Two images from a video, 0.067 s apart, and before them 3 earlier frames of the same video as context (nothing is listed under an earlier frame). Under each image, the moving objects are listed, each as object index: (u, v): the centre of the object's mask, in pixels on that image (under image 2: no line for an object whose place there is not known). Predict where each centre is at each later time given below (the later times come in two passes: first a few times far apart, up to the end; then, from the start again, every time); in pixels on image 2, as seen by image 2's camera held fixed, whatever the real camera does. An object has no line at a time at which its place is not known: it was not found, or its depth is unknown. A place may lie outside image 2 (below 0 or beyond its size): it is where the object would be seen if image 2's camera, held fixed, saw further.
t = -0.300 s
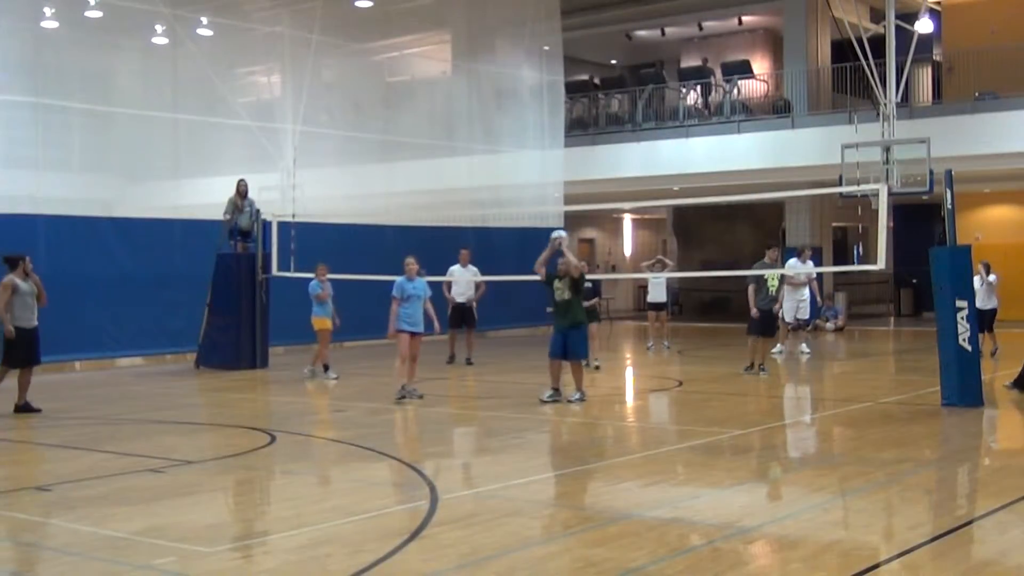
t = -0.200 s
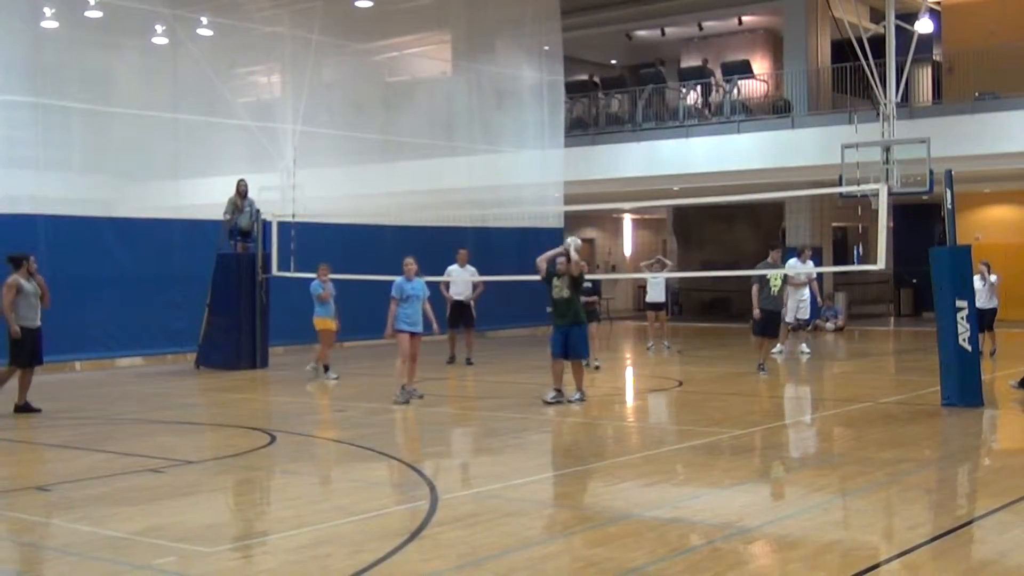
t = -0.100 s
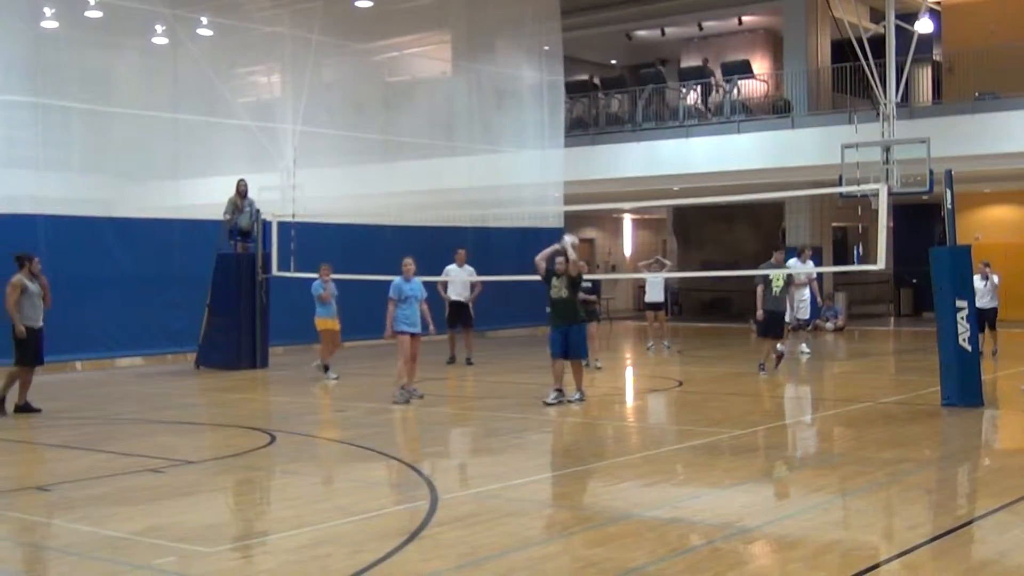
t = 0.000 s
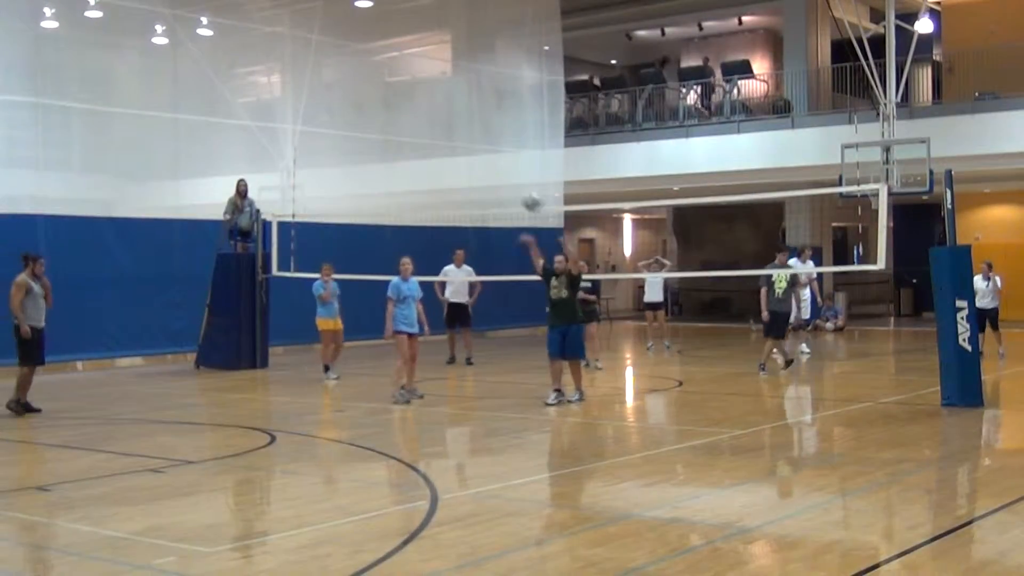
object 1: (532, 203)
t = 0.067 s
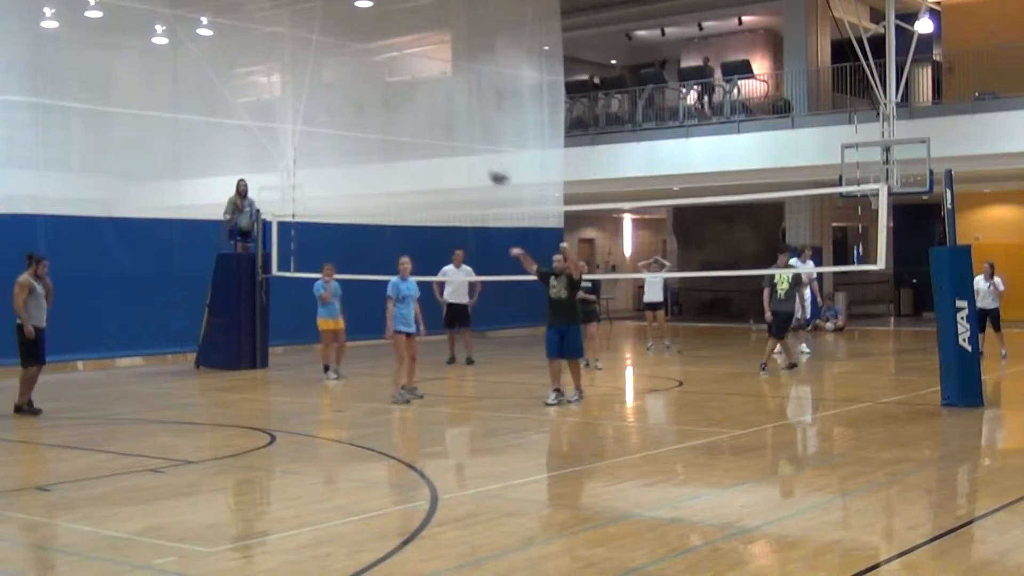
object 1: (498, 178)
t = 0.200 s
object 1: (431, 130)
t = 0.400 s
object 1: (312, 87)
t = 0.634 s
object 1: (155, 88)
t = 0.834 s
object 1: (7, 142)
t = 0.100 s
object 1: (482, 164)
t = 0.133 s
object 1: (465, 151)
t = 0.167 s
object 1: (448, 141)
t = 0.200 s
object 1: (431, 130)
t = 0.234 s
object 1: (413, 120)
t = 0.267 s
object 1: (392, 112)
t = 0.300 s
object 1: (373, 103)
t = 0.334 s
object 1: (353, 98)
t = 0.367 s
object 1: (332, 93)
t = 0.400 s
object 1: (312, 87)
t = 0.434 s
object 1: (291, 85)
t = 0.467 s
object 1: (269, 84)
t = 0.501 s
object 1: (247, 81)
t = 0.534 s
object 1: (225, 81)
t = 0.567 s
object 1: (202, 82)
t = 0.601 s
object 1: (179, 85)
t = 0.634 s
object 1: (155, 88)
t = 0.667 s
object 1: (131, 93)
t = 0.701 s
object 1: (106, 100)
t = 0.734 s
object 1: (80, 109)
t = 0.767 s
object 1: (54, 118)
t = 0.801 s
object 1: (27, 129)
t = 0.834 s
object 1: (7, 142)
